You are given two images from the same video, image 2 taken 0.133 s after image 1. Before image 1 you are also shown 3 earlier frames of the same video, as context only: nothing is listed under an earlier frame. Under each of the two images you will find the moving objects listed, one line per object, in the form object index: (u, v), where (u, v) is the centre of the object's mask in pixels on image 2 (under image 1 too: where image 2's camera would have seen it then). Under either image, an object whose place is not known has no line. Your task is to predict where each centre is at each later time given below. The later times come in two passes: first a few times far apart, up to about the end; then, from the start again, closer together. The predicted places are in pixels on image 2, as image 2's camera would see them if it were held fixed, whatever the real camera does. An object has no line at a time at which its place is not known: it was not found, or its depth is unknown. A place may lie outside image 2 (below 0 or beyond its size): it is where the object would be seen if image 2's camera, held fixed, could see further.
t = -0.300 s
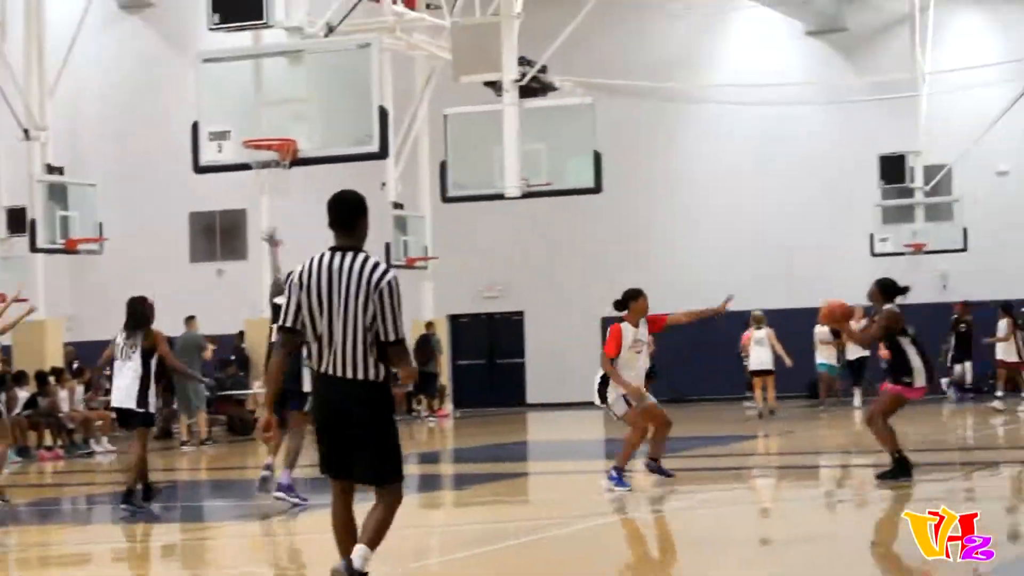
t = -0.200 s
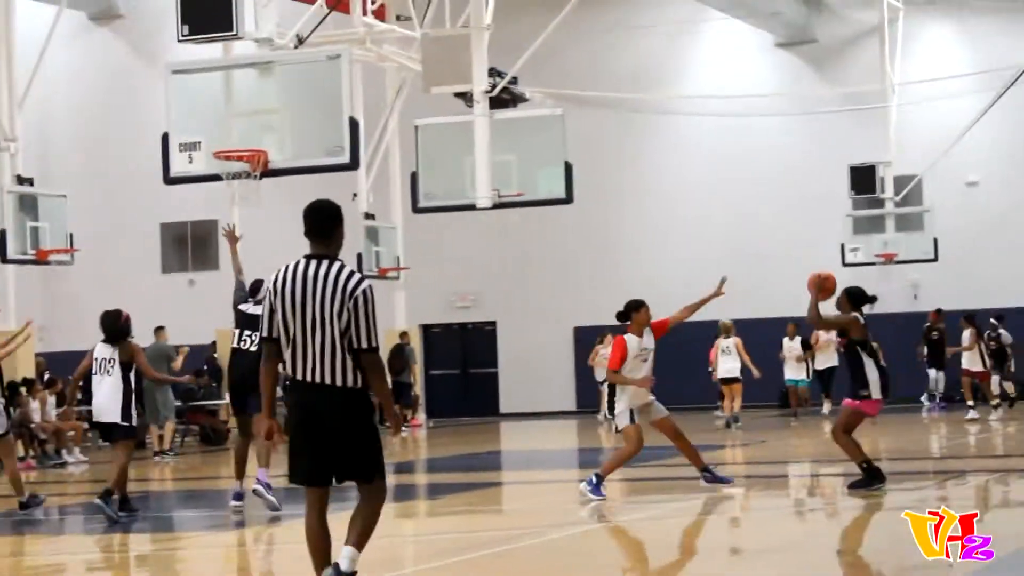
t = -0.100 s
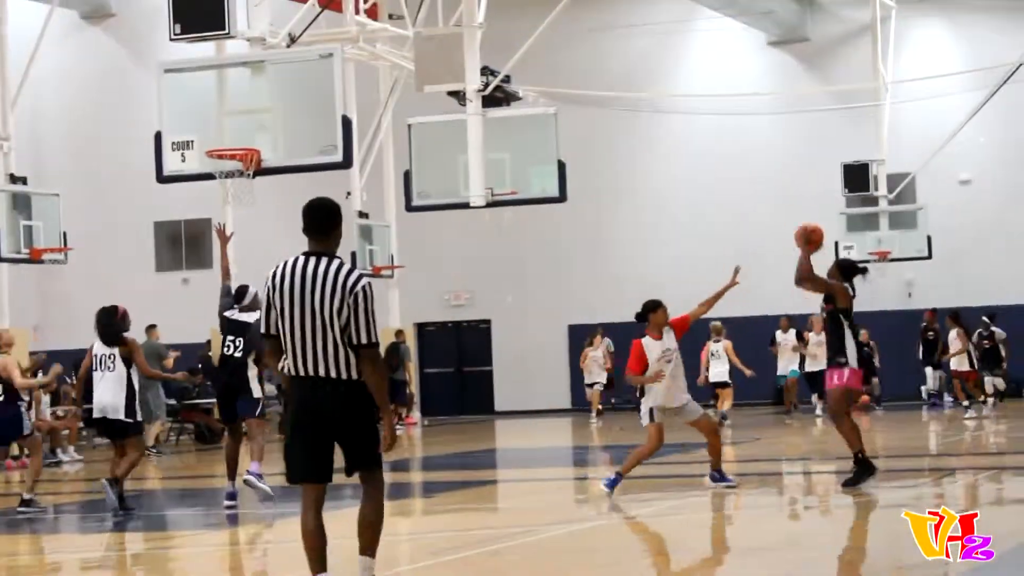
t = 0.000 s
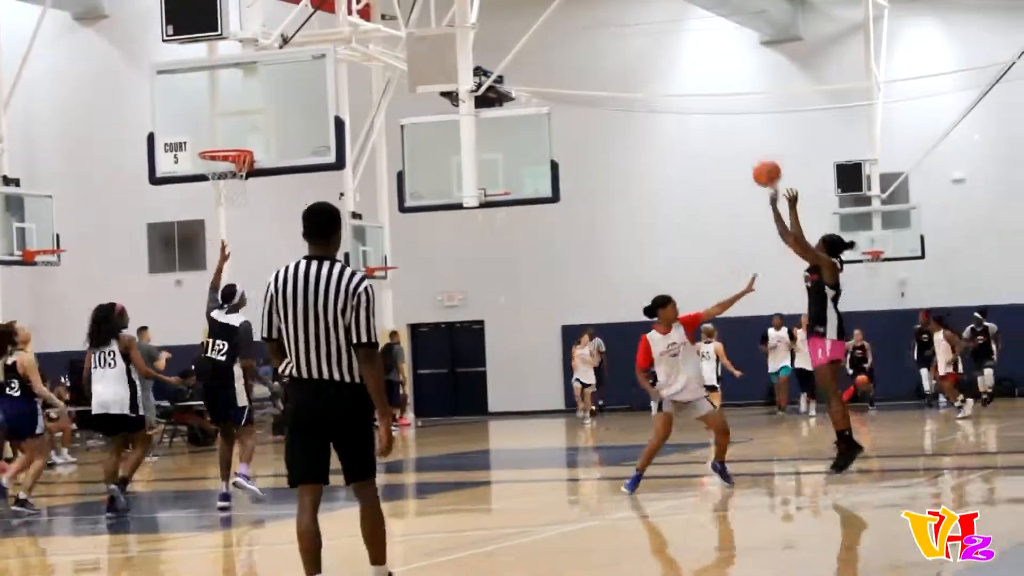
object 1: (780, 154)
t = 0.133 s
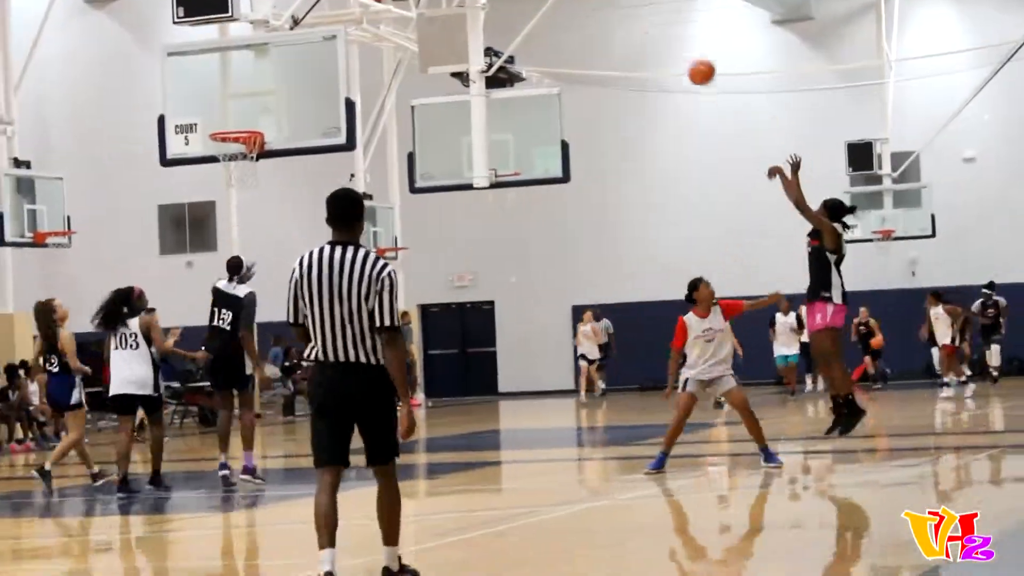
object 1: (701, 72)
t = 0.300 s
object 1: (611, 7)
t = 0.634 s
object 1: (443, -28)
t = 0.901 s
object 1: (325, 25)
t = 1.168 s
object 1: (222, 156)
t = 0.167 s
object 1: (683, 55)
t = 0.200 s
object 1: (665, 40)
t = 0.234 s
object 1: (647, 26)
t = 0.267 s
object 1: (628, 14)
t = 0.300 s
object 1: (611, 7)
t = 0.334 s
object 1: (593, 2)
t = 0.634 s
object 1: (443, -28)
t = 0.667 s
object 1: (428, -28)
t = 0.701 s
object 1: (414, -27)
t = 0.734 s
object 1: (397, -22)
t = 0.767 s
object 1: (382, -15)
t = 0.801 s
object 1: (369, -7)
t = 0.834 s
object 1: (354, 3)
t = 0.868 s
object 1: (339, 15)
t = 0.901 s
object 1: (325, 25)
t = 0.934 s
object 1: (311, 39)
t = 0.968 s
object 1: (297, 54)
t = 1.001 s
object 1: (284, 68)
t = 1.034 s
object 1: (270, 84)
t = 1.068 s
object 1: (256, 102)
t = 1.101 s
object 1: (243, 120)
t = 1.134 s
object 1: (231, 140)
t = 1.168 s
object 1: (222, 156)
